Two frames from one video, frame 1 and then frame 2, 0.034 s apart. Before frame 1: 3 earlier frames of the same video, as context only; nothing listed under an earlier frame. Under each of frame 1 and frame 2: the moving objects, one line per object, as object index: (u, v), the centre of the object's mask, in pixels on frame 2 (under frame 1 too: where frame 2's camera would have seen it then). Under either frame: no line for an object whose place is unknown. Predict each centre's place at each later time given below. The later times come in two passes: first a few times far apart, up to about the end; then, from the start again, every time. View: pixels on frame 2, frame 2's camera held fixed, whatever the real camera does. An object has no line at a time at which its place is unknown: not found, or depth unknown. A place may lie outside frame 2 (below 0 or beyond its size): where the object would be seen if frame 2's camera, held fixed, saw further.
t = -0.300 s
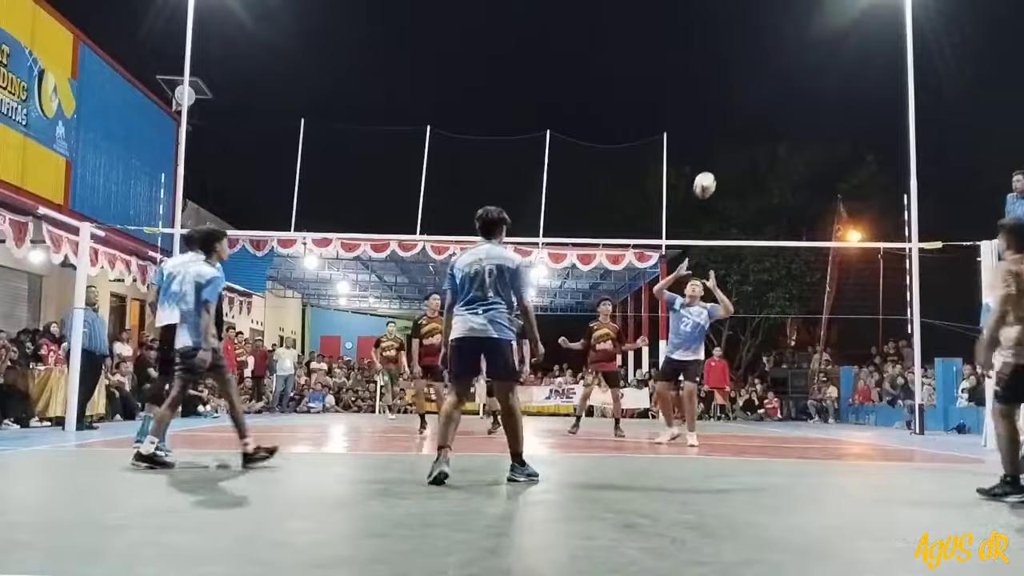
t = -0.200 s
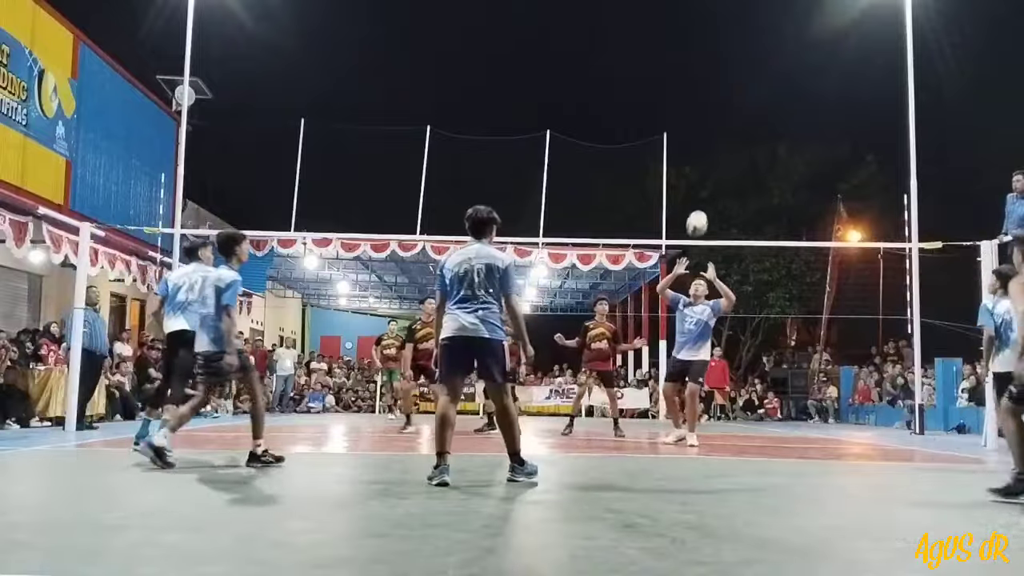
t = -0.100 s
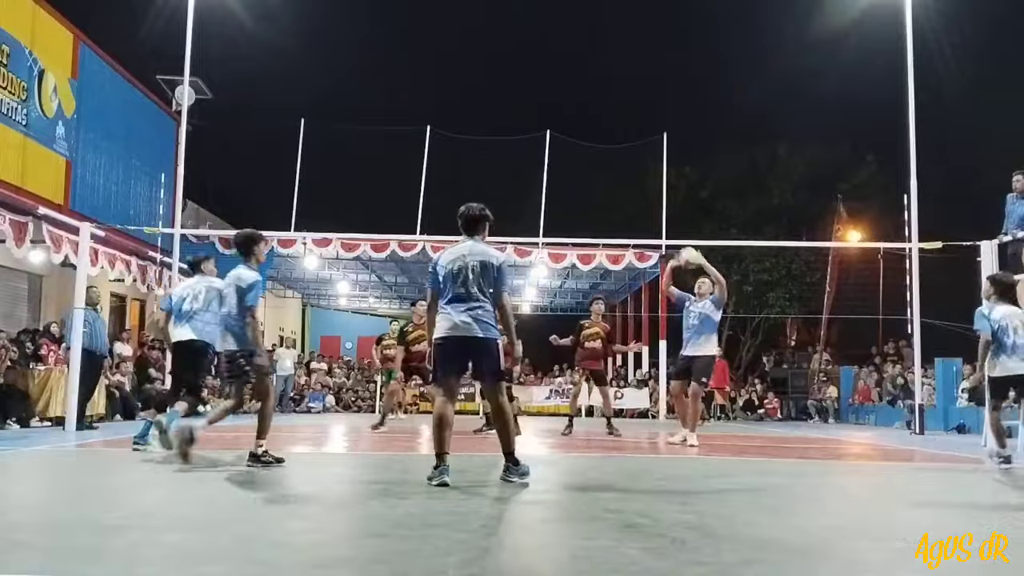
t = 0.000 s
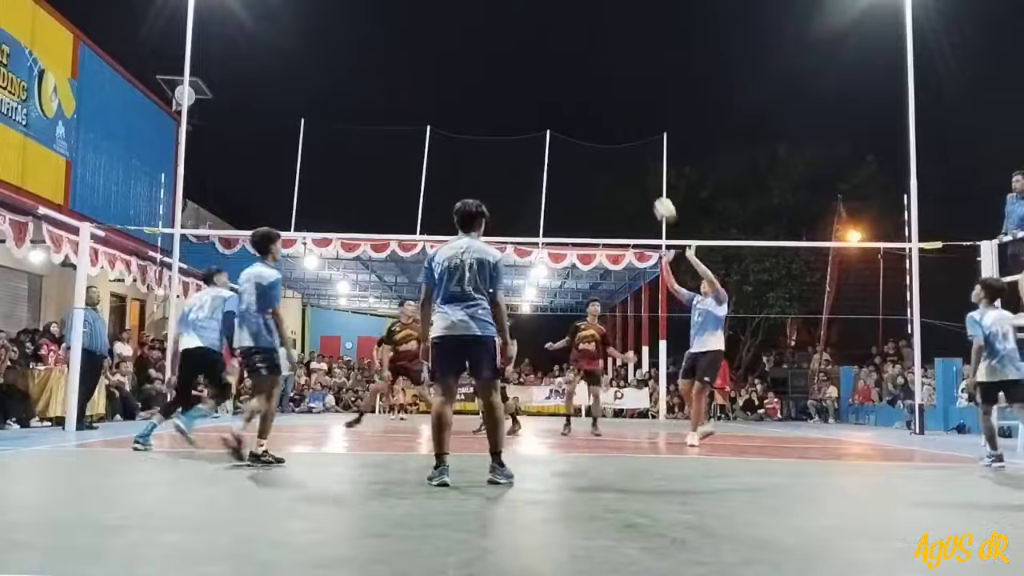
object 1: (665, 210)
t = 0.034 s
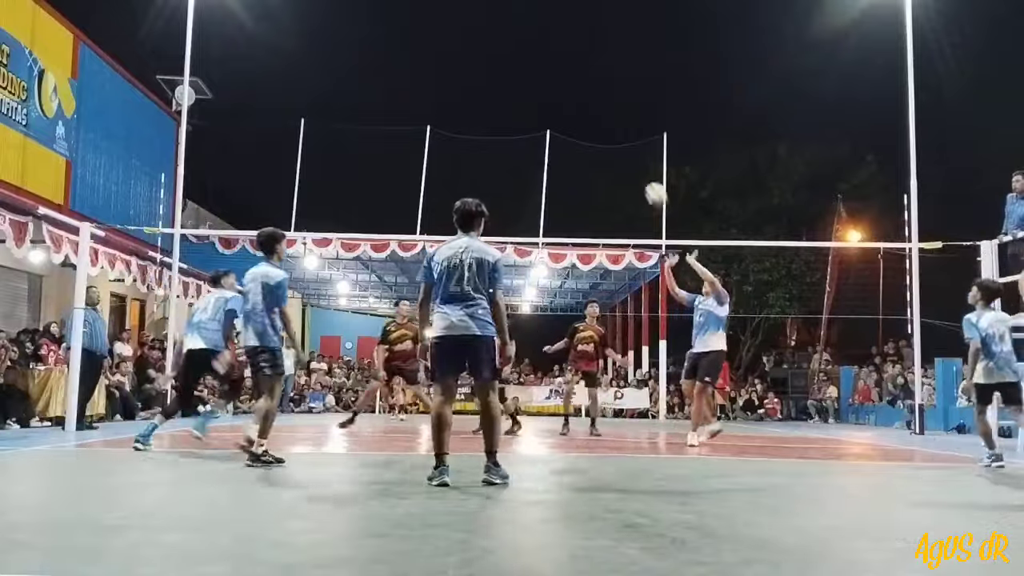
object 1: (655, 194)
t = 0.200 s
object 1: (615, 135)
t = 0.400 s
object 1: (566, 94)
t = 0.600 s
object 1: (518, 88)
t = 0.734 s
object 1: (486, 103)
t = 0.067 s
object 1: (648, 181)
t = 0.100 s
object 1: (639, 168)
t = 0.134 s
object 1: (631, 156)
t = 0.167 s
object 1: (623, 145)
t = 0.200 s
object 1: (615, 135)
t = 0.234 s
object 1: (606, 126)
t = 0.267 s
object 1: (598, 117)
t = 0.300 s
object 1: (590, 110)
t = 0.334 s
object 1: (582, 104)
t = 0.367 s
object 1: (574, 99)
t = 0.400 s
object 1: (566, 94)
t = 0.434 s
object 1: (558, 91)
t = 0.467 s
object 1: (550, 89)
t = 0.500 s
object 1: (542, 87)
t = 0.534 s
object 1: (534, 86)
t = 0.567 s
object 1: (526, 87)
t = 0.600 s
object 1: (518, 88)
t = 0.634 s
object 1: (510, 90)
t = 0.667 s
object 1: (502, 94)
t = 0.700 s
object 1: (494, 98)
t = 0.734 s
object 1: (486, 103)
